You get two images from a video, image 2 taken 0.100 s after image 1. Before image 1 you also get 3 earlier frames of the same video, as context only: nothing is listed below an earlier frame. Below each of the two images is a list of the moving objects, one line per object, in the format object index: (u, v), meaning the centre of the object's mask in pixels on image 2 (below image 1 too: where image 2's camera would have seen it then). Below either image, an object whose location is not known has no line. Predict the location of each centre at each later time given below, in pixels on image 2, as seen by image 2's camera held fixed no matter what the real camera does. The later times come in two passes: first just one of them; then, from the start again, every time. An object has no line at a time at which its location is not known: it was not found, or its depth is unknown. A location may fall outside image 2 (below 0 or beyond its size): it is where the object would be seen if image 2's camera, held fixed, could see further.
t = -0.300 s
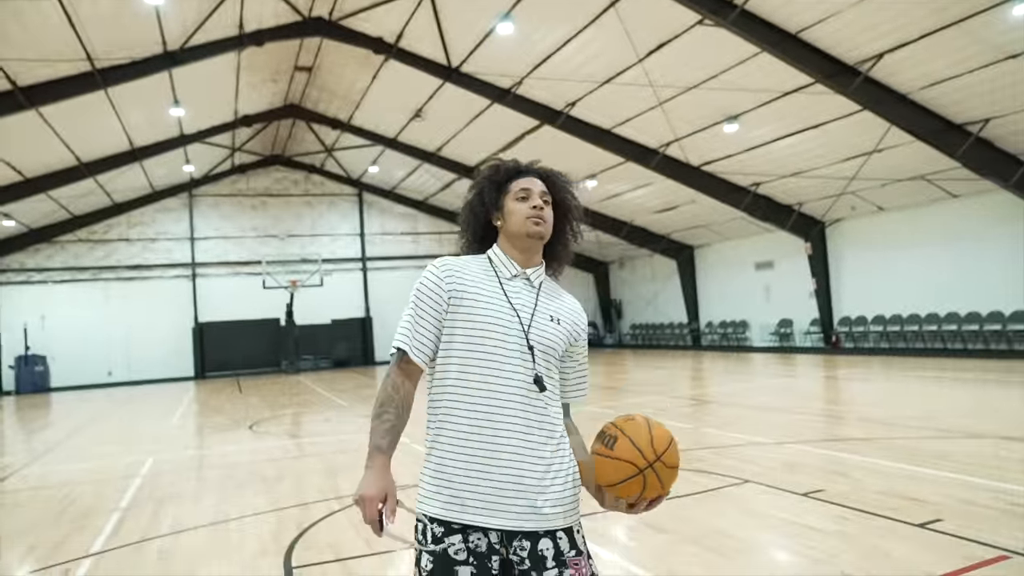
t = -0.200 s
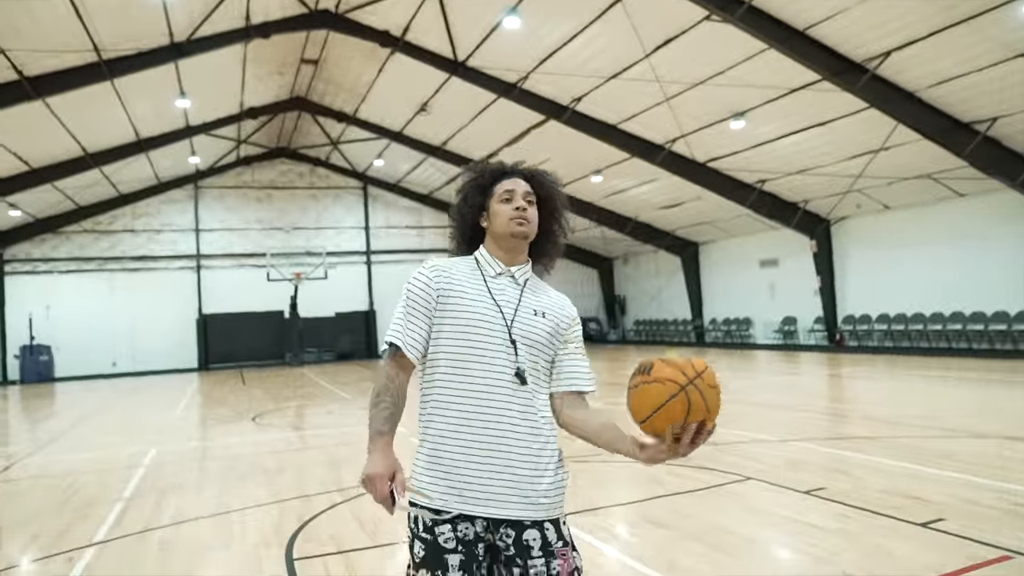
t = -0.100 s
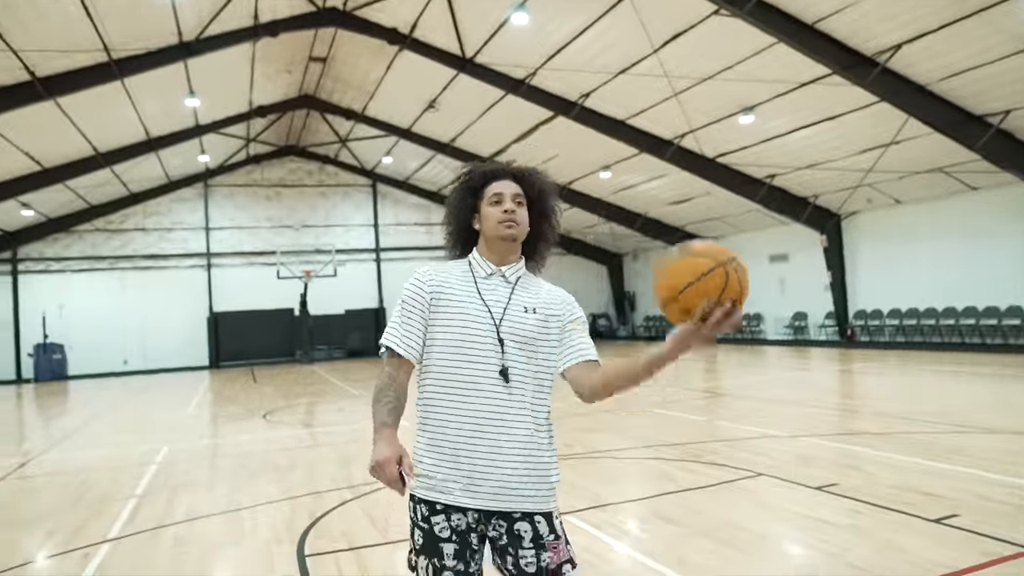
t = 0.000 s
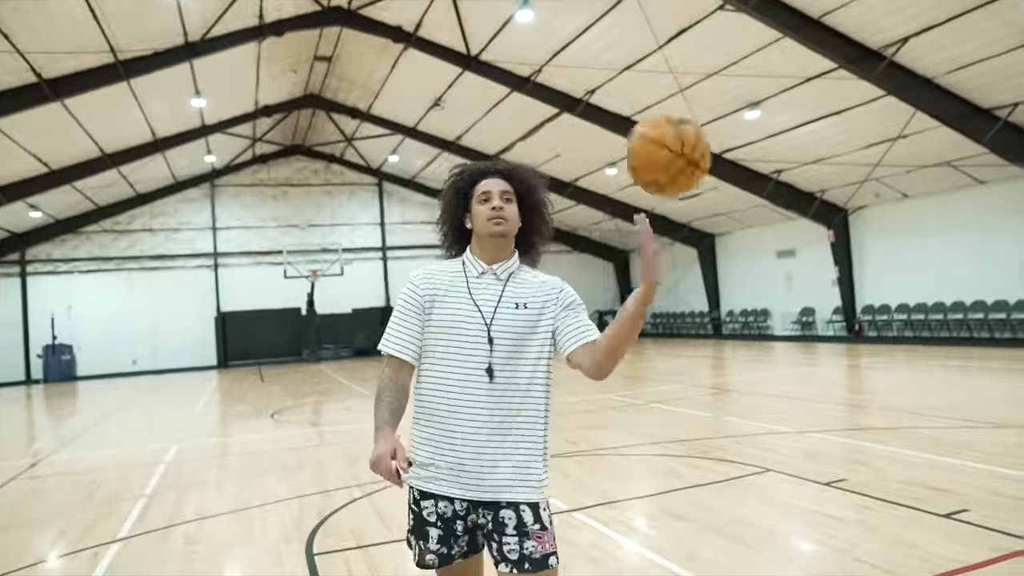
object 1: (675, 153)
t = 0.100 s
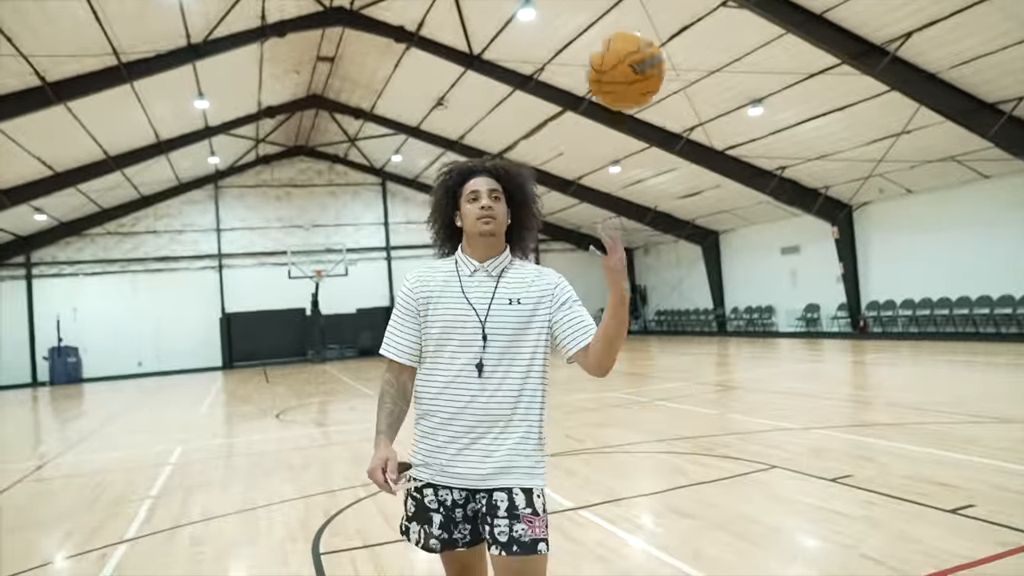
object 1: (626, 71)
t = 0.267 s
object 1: (568, 29)
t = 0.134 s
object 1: (611, 54)
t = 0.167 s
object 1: (600, 41)
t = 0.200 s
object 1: (588, 34)
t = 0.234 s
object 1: (578, 31)
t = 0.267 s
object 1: (568, 29)
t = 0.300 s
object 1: (560, 30)
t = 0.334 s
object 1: (552, 31)
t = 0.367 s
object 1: (544, 34)
